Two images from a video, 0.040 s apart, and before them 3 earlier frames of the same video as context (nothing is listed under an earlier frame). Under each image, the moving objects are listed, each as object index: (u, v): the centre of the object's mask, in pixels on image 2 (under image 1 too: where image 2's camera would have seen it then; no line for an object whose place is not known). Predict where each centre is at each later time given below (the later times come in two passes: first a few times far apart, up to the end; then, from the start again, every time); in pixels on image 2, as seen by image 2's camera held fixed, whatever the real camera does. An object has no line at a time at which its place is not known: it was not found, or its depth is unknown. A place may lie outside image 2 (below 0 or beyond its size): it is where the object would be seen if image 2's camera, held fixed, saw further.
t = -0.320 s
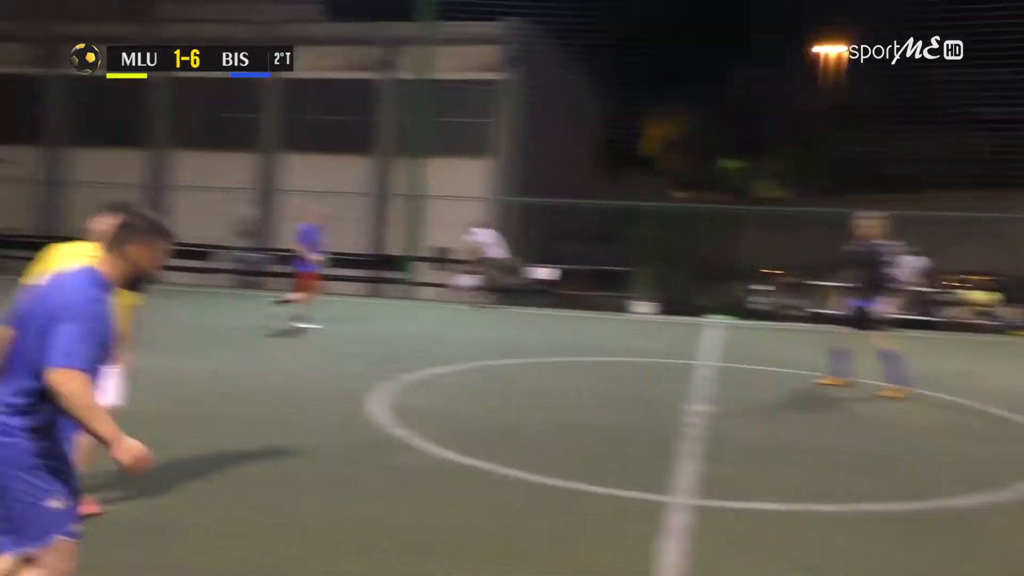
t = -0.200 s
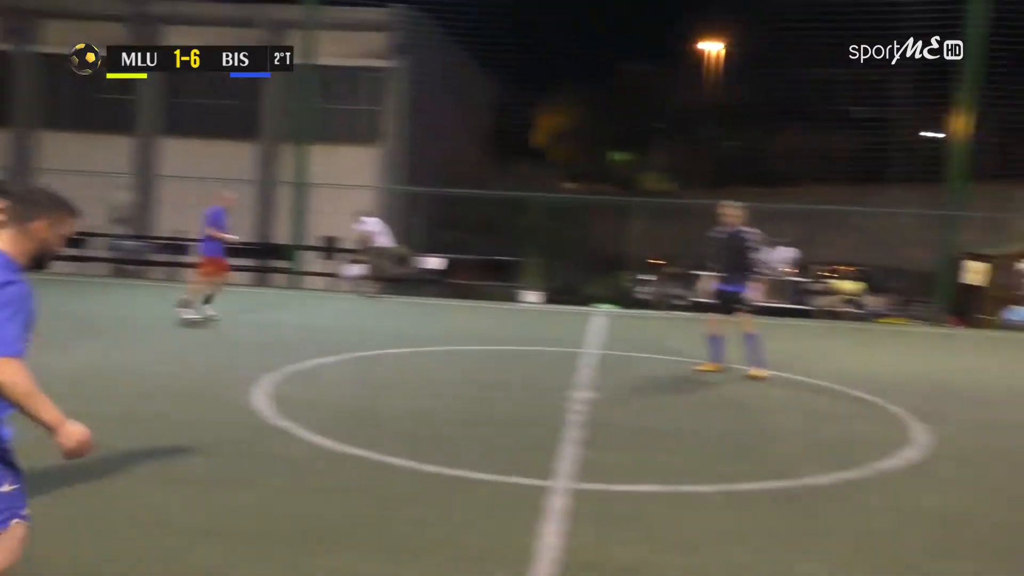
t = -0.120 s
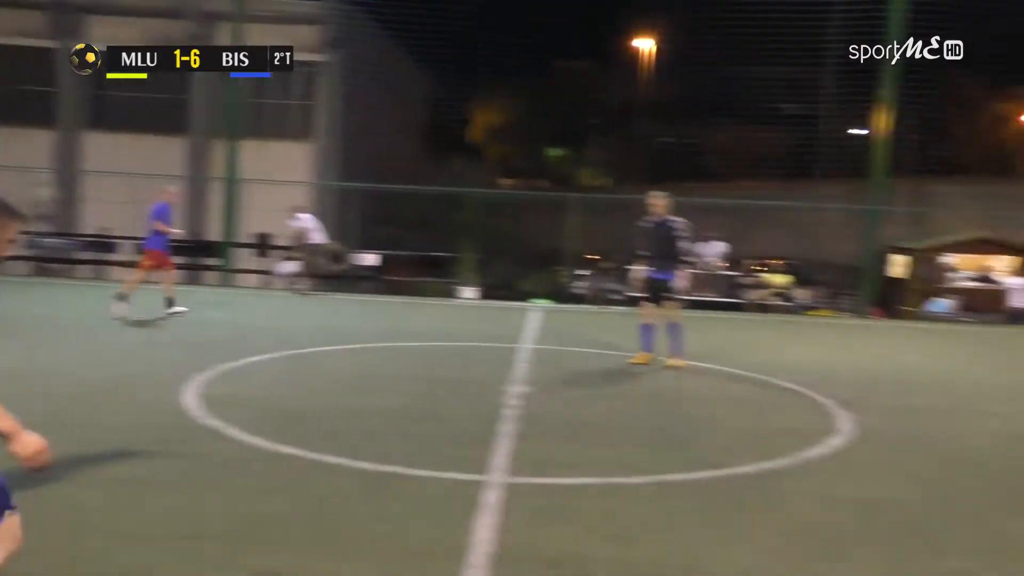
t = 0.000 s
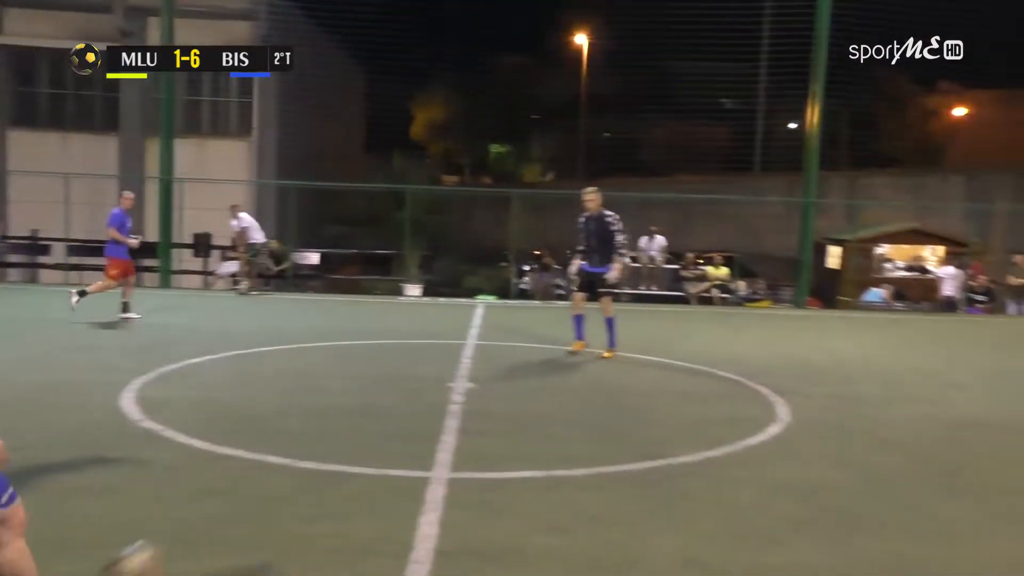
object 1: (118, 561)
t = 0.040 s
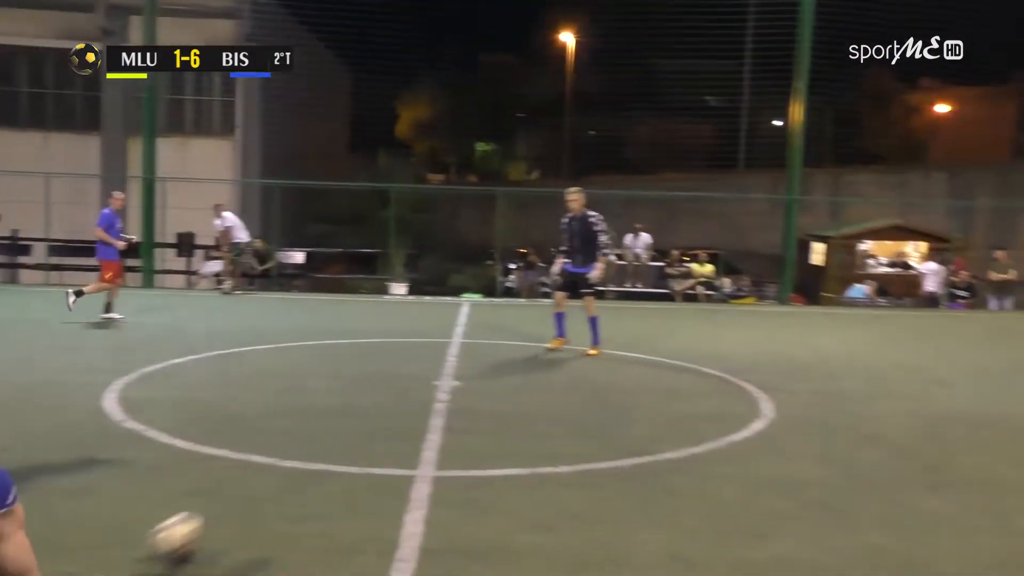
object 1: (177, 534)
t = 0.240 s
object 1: (362, 441)
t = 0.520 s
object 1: (478, 385)
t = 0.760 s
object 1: (531, 361)
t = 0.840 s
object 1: (545, 352)
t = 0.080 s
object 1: (229, 512)
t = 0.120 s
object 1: (272, 488)
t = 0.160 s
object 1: (308, 468)
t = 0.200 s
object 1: (337, 455)
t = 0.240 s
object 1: (362, 441)
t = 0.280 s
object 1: (386, 427)
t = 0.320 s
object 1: (406, 418)
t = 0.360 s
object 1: (424, 410)
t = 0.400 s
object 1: (439, 402)
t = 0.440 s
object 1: (454, 395)
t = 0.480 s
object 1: (467, 390)
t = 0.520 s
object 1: (478, 385)
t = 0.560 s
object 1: (488, 381)
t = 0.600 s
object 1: (498, 376)
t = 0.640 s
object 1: (507, 372)
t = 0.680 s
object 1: (516, 367)
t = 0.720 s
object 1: (523, 363)
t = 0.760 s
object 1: (531, 361)
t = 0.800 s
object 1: (538, 356)
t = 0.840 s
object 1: (545, 352)
